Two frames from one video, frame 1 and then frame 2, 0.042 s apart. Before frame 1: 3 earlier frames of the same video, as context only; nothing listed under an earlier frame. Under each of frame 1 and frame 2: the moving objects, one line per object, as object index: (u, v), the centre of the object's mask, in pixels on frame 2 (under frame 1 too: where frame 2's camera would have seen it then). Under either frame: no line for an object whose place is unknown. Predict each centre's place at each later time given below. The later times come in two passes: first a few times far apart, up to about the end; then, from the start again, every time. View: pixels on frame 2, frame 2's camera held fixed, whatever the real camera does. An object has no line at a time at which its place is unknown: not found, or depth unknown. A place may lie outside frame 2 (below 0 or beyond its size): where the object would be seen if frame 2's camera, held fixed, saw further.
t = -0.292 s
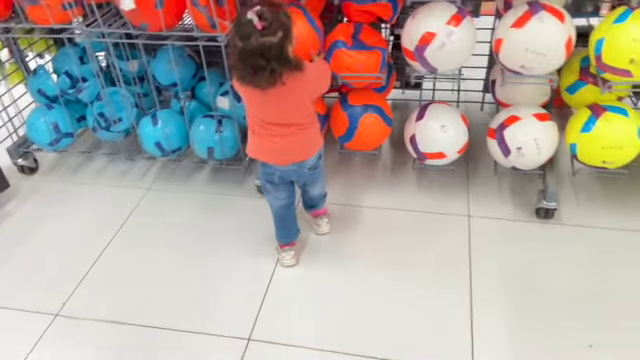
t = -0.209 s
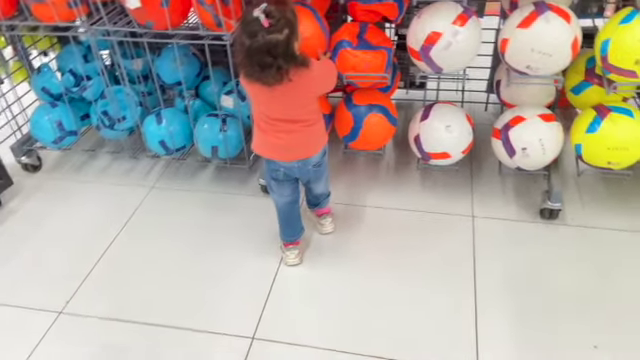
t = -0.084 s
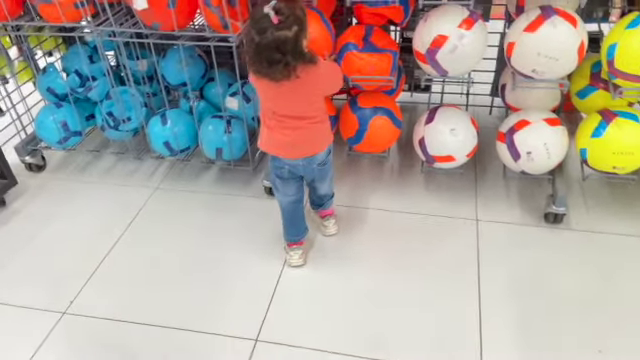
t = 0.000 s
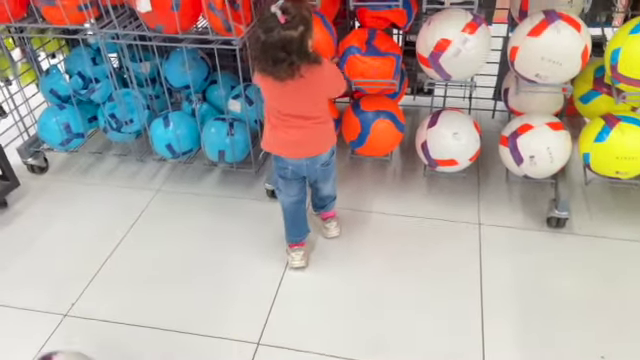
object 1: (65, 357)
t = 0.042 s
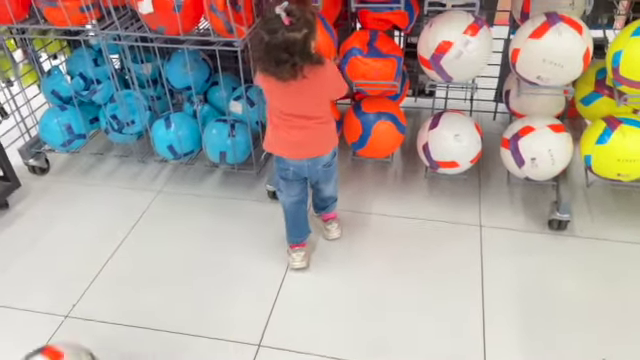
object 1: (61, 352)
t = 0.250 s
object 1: (43, 330)
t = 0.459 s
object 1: (33, 304)
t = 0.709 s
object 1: (27, 264)
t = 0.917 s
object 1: (25, 234)
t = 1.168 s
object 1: (26, 203)
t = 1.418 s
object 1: (45, 183)
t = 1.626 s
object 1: (61, 180)
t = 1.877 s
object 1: (69, 186)
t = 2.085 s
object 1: (73, 190)
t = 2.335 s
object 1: (72, 196)
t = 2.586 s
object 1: (66, 204)
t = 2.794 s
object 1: (61, 211)
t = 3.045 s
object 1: (52, 222)
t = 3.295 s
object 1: (43, 229)
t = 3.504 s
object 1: (33, 238)
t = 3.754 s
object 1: (23, 248)
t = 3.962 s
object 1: (18, 253)
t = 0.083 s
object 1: (59, 348)
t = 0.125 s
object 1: (54, 344)
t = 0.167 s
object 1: (51, 339)
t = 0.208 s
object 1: (48, 335)
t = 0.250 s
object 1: (43, 330)
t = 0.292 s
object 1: (41, 325)
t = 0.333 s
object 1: (39, 320)
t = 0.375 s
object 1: (37, 315)
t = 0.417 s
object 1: (35, 309)
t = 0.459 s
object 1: (33, 304)
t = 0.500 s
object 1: (31, 298)
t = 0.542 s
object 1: (31, 290)
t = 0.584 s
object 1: (30, 284)
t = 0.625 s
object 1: (30, 276)
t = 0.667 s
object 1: (27, 271)
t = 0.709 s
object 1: (27, 264)
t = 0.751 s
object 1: (26, 257)
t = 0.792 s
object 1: (26, 252)
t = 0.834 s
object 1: (25, 246)
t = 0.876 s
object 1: (24, 240)
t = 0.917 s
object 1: (25, 234)
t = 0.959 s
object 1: (26, 228)
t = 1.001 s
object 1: (26, 223)
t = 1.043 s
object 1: (26, 218)
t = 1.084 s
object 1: (26, 213)
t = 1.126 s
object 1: (26, 208)
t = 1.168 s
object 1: (26, 203)
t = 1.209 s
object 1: (27, 198)
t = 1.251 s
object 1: (27, 194)
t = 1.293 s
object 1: (28, 190)
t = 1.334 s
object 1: (34, 188)
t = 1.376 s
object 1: (39, 186)
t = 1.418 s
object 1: (45, 183)
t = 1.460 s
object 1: (50, 181)
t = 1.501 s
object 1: (55, 179)
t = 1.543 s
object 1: (59, 178)
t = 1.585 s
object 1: (60, 179)
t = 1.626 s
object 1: (61, 180)
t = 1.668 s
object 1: (63, 181)
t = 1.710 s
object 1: (64, 182)
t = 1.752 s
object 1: (65, 183)
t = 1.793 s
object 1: (67, 184)
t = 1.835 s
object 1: (68, 185)
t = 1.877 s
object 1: (69, 186)
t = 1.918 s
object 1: (71, 187)
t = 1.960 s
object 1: (71, 187)
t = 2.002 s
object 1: (72, 189)
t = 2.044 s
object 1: (73, 190)
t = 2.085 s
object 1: (73, 190)
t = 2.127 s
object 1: (73, 192)
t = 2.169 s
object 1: (73, 192)
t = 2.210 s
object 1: (73, 192)
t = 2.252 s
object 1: (73, 194)
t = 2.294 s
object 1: (73, 195)
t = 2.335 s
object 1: (72, 196)
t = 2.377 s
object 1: (71, 198)
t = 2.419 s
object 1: (70, 199)
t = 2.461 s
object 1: (69, 201)
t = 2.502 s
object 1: (69, 201)
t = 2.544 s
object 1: (68, 203)
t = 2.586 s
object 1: (66, 204)
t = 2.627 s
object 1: (65, 205)
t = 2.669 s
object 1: (64, 207)
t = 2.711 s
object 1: (63, 208)
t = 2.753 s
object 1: (62, 209)
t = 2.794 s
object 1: (61, 211)
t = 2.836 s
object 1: (60, 212)
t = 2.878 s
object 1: (59, 214)
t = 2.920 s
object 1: (57, 216)
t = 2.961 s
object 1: (56, 218)
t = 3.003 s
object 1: (55, 219)
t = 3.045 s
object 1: (52, 222)
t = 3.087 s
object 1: (51, 223)
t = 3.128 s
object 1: (49, 224)
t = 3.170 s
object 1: (47, 226)
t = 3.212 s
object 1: (46, 227)
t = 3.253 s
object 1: (44, 228)
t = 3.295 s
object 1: (43, 229)
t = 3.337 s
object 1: (41, 231)
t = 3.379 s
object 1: (39, 232)
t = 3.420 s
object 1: (37, 235)
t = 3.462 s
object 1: (35, 237)
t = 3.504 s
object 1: (33, 238)
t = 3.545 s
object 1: (31, 240)
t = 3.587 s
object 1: (29, 242)
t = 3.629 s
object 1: (28, 244)
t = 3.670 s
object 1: (27, 245)
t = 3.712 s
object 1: (25, 247)
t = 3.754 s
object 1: (23, 248)
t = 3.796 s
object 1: (22, 249)
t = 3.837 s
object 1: (21, 250)
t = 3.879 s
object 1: (20, 251)
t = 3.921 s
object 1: (19, 252)
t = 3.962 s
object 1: (18, 253)
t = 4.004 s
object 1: (17, 254)
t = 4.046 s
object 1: (16, 255)
